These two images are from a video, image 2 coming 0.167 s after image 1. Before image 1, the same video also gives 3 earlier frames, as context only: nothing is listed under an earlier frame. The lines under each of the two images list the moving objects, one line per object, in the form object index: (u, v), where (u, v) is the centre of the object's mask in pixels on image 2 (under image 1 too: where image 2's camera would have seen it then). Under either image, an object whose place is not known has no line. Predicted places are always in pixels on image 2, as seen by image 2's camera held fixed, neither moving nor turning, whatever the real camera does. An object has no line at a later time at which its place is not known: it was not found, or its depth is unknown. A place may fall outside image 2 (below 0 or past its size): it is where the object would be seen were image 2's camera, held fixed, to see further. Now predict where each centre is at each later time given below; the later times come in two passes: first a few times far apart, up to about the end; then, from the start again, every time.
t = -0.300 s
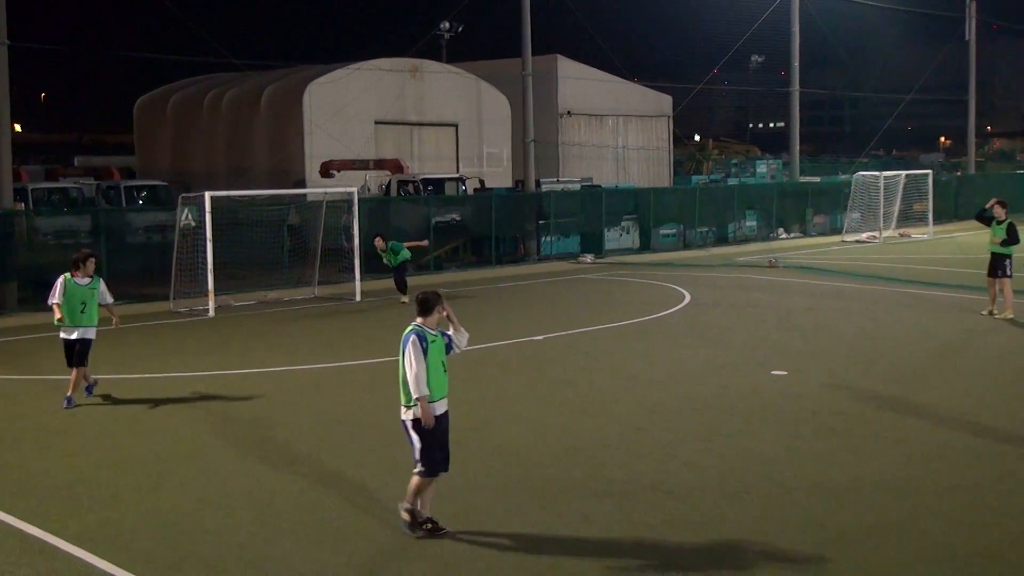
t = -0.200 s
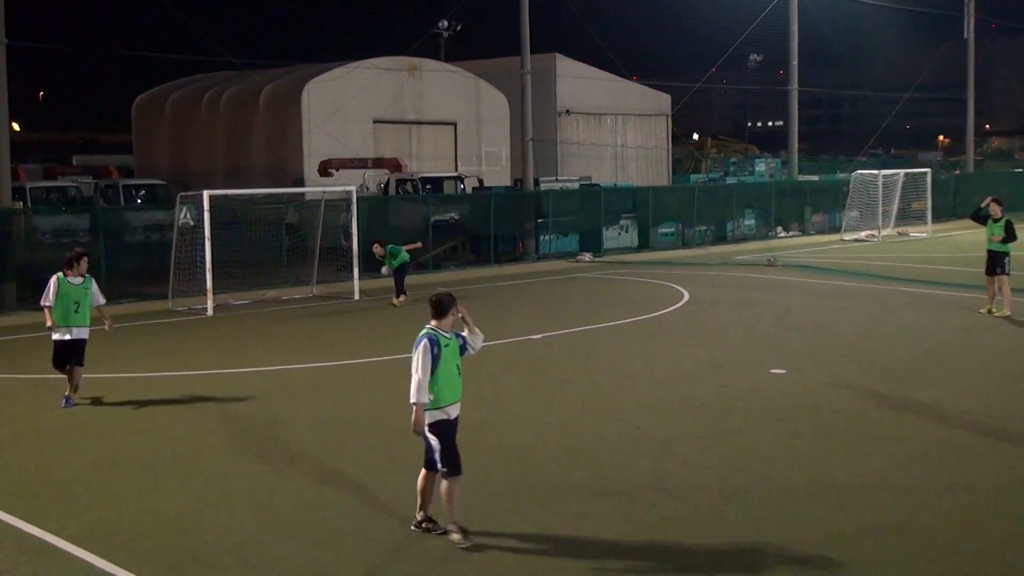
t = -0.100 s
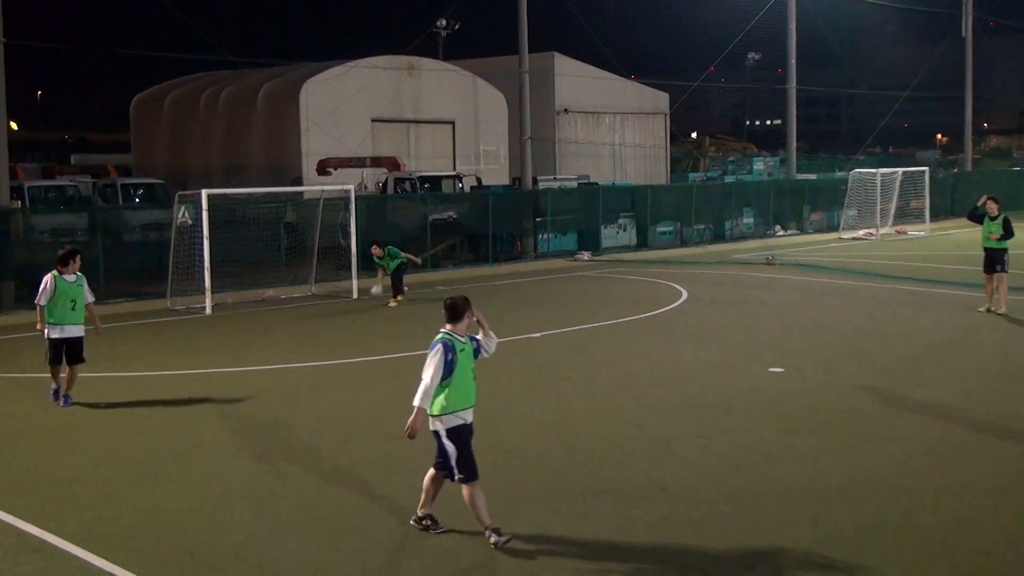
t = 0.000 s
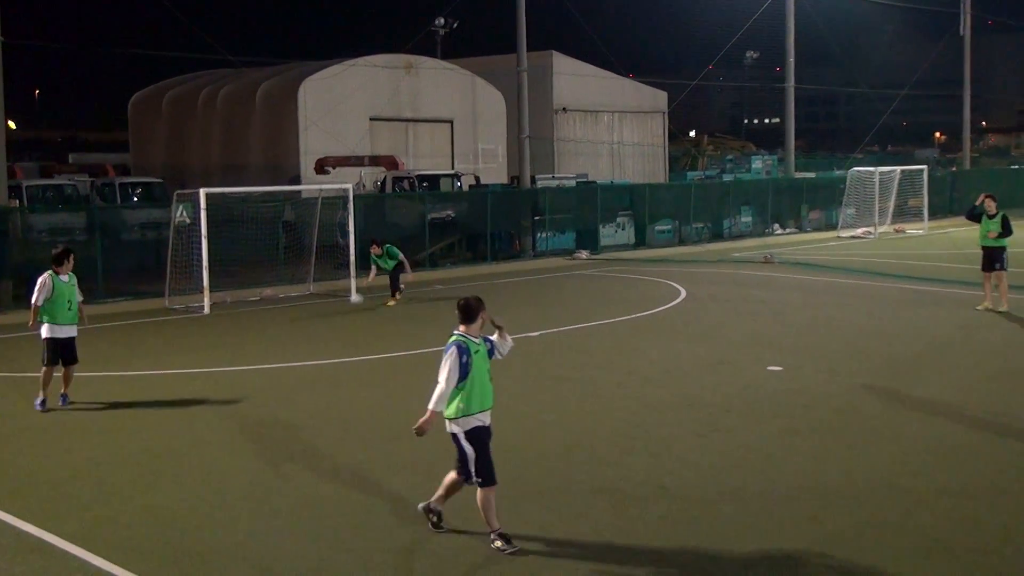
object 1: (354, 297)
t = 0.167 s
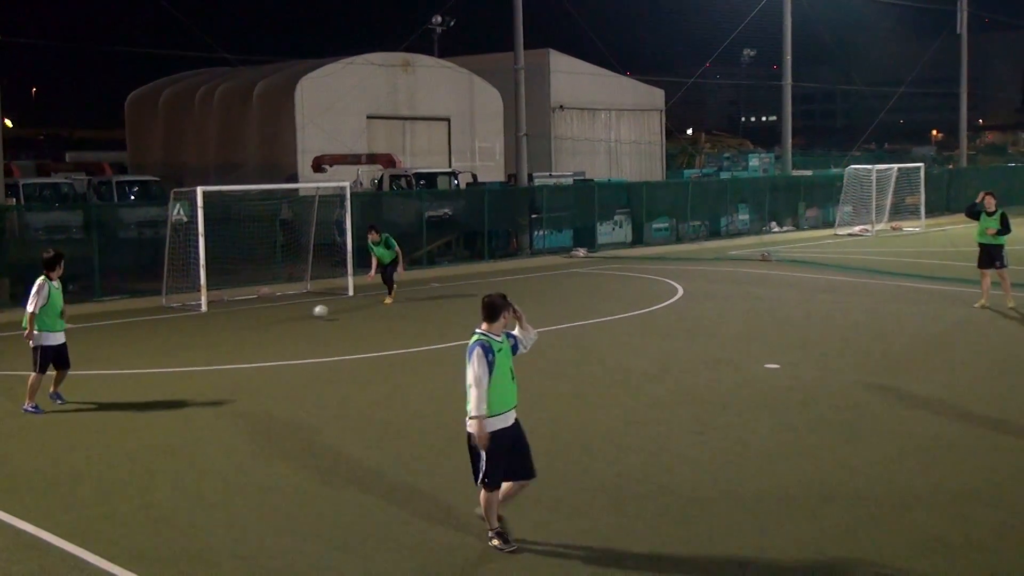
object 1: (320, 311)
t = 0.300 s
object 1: (293, 324)
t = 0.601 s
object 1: (227, 348)
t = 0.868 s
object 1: (158, 373)
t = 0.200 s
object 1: (314, 313)
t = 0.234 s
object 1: (307, 317)
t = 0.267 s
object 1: (300, 321)
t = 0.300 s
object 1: (293, 324)
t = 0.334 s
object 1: (286, 326)
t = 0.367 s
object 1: (279, 328)
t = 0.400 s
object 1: (271, 331)
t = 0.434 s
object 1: (264, 335)
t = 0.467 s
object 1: (257, 337)
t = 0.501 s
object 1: (250, 340)
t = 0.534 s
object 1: (242, 342)
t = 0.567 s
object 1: (235, 345)
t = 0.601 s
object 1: (227, 348)
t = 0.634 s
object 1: (219, 351)
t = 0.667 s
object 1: (211, 354)
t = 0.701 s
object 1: (203, 357)
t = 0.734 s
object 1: (194, 360)
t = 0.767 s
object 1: (186, 364)
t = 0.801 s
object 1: (177, 367)
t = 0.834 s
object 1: (168, 370)
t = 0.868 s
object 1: (158, 373)
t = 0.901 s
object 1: (148, 378)
